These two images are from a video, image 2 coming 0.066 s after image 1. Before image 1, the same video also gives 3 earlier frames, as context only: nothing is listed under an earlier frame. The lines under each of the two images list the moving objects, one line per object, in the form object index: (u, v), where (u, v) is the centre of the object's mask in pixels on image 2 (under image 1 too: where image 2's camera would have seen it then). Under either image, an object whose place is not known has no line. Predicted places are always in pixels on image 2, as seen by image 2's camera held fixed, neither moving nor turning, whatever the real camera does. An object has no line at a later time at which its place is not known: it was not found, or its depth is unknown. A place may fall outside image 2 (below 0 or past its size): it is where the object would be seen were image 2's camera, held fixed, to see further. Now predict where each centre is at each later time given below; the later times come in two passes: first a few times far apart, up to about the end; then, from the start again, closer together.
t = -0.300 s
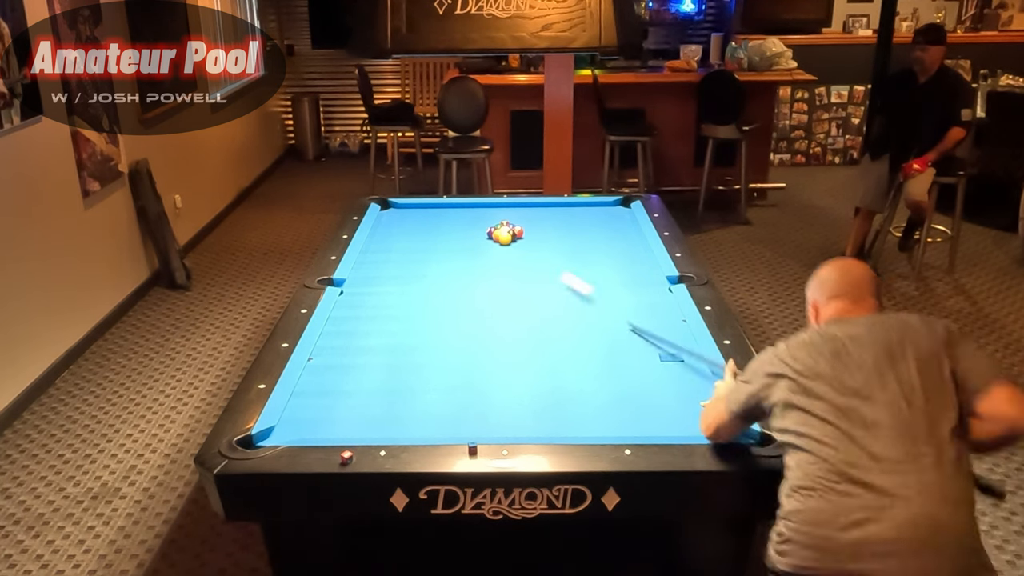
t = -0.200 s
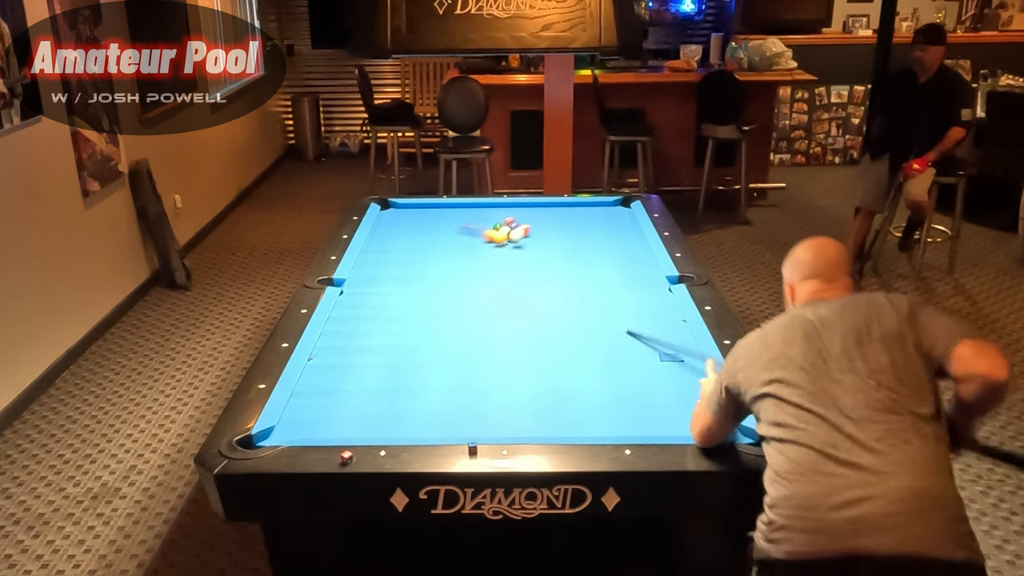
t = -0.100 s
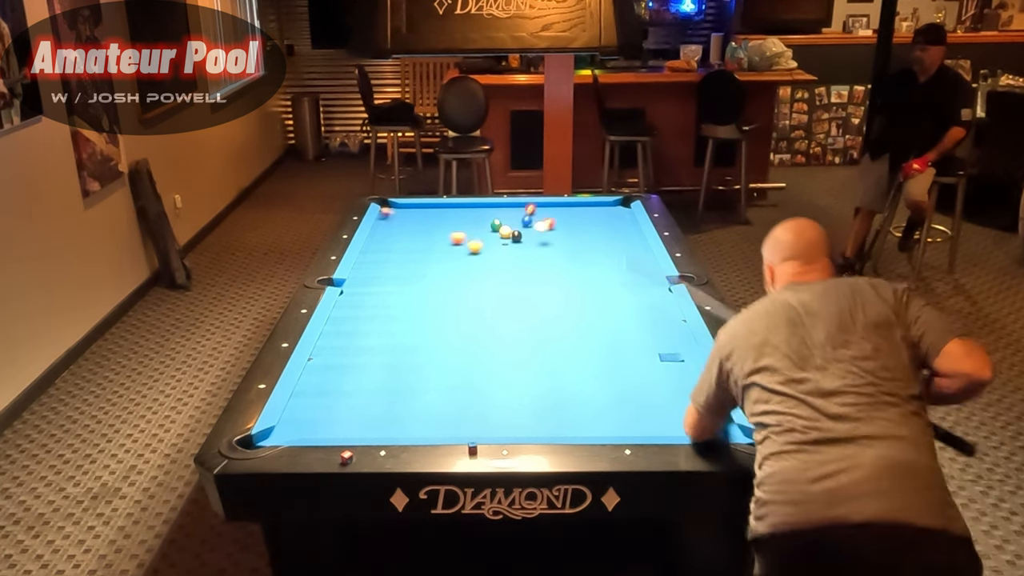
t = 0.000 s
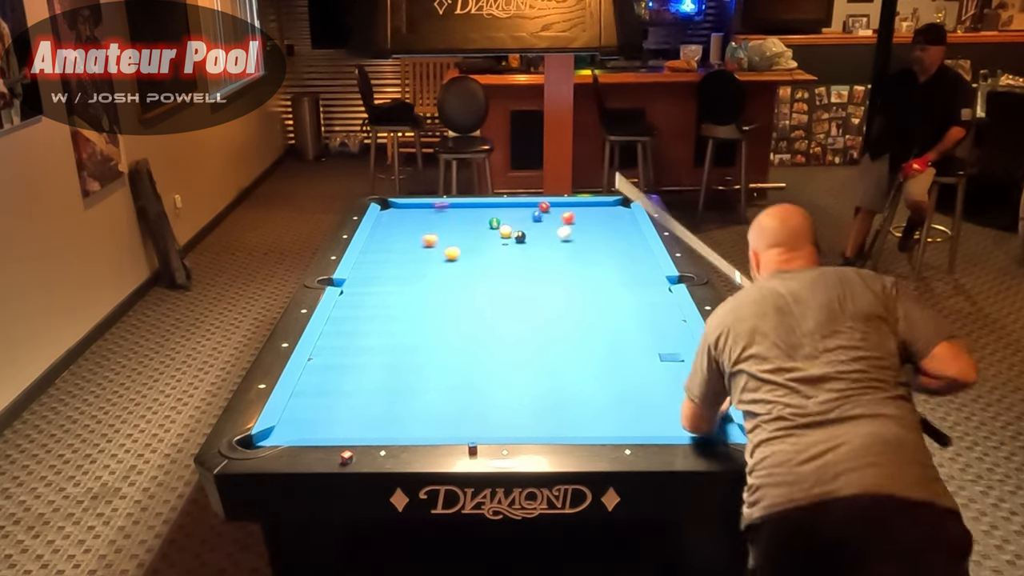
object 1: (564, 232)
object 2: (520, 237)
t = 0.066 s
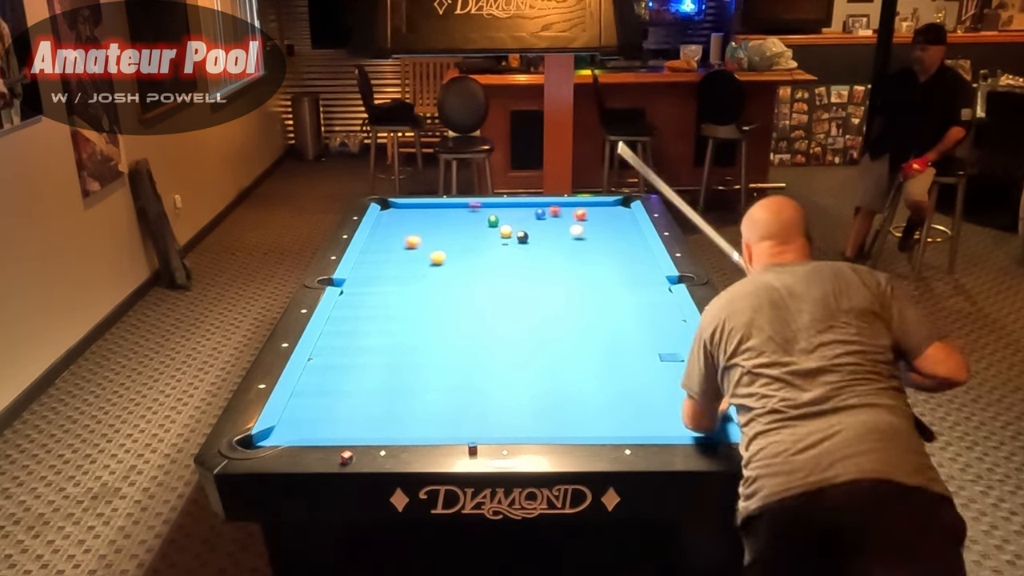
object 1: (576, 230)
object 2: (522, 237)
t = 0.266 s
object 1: (606, 226)
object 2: (530, 238)
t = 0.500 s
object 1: (627, 220)
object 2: (537, 239)
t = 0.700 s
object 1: (612, 219)
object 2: (543, 240)
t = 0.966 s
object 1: (593, 217)
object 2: (550, 240)
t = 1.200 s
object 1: (577, 215)
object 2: (554, 241)
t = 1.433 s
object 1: (563, 213)
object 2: (558, 241)
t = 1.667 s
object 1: (549, 212)
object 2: (561, 242)
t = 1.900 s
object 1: (537, 210)
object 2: (564, 242)
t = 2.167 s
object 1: (524, 209)
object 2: (565, 243)
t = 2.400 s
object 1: (513, 208)
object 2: (565, 243)
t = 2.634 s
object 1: (503, 207)
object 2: (565, 243)
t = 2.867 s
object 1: (494, 206)
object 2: (565, 243)
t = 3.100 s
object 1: (486, 205)
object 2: (565, 243)
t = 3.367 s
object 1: (480, 205)
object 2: (565, 243)
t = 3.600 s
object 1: (475, 205)
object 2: (565, 242)
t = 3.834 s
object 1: (472, 205)
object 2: (565, 243)
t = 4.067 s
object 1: (469, 206)
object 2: (565, 243)
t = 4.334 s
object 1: (467, 206)
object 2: (565, 243)
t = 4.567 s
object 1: (466, 206)
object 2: (565, 243)
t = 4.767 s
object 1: (466, 206)
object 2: (566, 242)
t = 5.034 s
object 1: (465, 206)
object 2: (565, 243)
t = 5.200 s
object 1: (465, 206)
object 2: (565, 243)
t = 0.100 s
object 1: (582, 231)
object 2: (524, 237)
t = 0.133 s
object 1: (587, 230)
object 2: (525, 237)
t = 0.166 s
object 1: (592, 229)
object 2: (526, 238)
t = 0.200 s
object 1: (597, 228)
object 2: (527, 238)
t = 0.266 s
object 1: (606, 226)
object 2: (530, 238)
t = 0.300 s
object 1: (611, 225)
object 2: (531, 238)
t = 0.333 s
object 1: (616, 224)
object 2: (532, 238)
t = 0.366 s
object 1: (620, 223)
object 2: (533, 238)
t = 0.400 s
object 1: (625, 222)
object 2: (534, 239)
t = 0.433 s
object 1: (629, 221)
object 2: (535, 239)
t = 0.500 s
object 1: (627, 220)
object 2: (537, 239)
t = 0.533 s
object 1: (624, 220)
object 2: (538, 239)
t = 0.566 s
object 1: (621, 220)
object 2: (539, 239)
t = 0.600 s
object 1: (619, 220)
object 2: (540, 239)
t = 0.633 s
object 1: (616, 219)
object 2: (541, 239)
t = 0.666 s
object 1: (614, 219)
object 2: (542, 240)
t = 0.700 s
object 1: (612, 219)
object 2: (543, 240)
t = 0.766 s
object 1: (607, 218)
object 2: (545, 240)
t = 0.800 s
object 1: (605, 218)
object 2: (545, 240)
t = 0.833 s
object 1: (602, 218)
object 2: (547, 239)
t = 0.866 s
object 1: (600, 217)
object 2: (547, 239)
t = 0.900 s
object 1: (597, 217)
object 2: (548, 239)
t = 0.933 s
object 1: (595, 217)
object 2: (549, 240)
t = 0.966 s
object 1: (593, 217)
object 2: (550, 240)
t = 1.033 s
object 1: (588, 216)
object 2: (551, 240)
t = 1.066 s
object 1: (586, 216)
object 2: (552, 240)
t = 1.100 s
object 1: (583, 216)
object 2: (553, 241)
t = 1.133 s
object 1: (581, 215)
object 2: (553, 241)
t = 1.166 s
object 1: (579, 215)
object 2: (554, 241)
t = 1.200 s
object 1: (577, 215)
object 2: (554, 241)
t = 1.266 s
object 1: (573, 214)
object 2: (556, 241)
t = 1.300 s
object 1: (571, 214)
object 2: (556, 241)
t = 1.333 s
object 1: (569, 214)
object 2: (557, 241)
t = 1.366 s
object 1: (567, 213)
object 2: (557, 241)
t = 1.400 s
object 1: (565, 213)
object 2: (558, 241)
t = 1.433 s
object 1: (563, 213)
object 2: (558, 241)
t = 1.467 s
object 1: (561, 213)
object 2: (559, 241)
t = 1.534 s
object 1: (557, 212)
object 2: (560, 241)
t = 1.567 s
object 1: (555, 212)
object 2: (560, 242)
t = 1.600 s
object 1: (553, 212)
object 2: (561, 242)
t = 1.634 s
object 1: (551, 212)
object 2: (561, 242)
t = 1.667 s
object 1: (549, 212)
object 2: (561, 242)
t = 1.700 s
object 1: (547, 211)
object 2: (562, 242)
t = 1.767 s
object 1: (544, 211)
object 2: (562, 242)
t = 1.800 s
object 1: (542, 211)
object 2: (563, 242)
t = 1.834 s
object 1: (540, 211)
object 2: (563, 242)
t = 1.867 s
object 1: (538, 210)
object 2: (563, 242)
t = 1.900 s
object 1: (537, 210)
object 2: (564, 242)
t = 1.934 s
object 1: (535, 210)
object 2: (564, 242)
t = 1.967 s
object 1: (533, 210)
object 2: (564, 242)
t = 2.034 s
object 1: (530, 209)
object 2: (564, 242)
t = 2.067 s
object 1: (528, 209)
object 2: (565, 243)
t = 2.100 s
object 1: (527, 209)
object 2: (565, 243)
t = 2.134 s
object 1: (525, 209)
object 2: (565, 243)
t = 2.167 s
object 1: (524, 209)
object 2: (565, 243)
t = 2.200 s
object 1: (522, 209)
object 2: (565, 243)
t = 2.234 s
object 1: (520, 209)
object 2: (565, 243)
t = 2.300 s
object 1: (517, 208)
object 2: (565, 243)
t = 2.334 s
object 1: (516, 208)
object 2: (565, 243)
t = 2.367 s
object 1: (514, 208)
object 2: (565, 243)
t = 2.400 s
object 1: (513, 208)
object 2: (565, 243)
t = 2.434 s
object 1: (511, 208)
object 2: (565, 243)
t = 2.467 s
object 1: (510, 207)
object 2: (565, 243)
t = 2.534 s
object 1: (507, 207)
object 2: (565, 243)
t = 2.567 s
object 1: (506, 207)
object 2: (565, 243)
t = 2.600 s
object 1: (505, 207)
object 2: (565, 243)
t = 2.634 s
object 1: (503, 207)
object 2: (565, 243)
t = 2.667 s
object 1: (502, 206)
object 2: (565, 243)
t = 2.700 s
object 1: (501, 206)
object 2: (565, 243)
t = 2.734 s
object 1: (499, 206)
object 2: (565, 243)
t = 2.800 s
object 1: (497, 206)
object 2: (565, 243)
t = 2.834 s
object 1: (496, 206)
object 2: (565, 243)
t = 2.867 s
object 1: (494, 206)
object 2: (565, 243)
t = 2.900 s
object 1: (493, 205)
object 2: (565, 243)
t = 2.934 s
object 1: (492, 205)
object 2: (565, 243)
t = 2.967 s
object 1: (491, 205)
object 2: (565, 243)
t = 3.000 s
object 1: (490, 205)
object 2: (565, 243)
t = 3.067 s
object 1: (487, 205)
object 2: (565, 243)
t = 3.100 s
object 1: (486, 205)
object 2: (565, 243)
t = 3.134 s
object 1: (485, 205)
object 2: (565, 243)
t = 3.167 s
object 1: (484, 205)
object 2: (565, 243)
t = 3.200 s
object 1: (483, 205)
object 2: (565, 243)
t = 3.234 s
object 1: (482, 205)
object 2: (565, 243)
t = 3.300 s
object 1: (481, 205)
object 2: (565, 243)
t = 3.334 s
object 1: (480, 205)
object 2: (565, 243)
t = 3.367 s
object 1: (480, 205)
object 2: (565, 243)
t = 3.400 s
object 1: (479, 205)
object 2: (565, 243)
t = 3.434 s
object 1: (478, 205)
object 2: (565, 243)
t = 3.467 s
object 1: (478, 205)
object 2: (565, 242)
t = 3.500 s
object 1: (477, 205)
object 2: (565, 243)
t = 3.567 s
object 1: (476, 205)
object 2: (565, 243)
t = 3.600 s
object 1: (475, 205)
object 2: (565, 242)
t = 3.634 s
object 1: (475, 205)
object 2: (565, 243)
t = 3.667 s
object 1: (474, 205)
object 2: (565, 243)
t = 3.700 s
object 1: (474, 205)
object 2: (565, 243)
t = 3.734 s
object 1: (473, 205)
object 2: (565, 243)
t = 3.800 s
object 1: (472, 206)
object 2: (565, 243)
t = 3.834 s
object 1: (472, 205)
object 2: (565, 243)
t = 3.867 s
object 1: (471, 205)
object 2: (565, 243)
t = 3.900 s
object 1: (471, 205)
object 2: (565, 243)
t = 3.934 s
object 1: (470, 205)
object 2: (565, 243)
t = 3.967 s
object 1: (470, 205)
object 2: (565, 243)
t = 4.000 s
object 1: (470, 206)
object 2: (565, 243)
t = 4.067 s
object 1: (469, 206)
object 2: (565, 243)
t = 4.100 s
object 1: (468, 206)
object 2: (565, 243)
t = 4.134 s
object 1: (468, 206)
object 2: (565, 243)
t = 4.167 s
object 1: (468, 206)
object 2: (565, 243)
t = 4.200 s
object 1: (468, 206)
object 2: (565, 243)
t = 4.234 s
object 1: (467, 206)
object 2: (565, 243)
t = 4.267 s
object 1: (467, 206)
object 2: (565, 243)
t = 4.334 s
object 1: (467, 206)
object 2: (565, 243)
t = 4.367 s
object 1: (467, 206)
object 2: (565, 243)
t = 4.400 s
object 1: (467, 206)
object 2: (565, 243)
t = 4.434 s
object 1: (466, 206)
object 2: (565, 243)
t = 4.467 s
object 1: (466, 206)
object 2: (565, 243)
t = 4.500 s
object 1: (466, 206)
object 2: (565, 243)
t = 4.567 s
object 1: (466, 206)
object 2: (565, 243)
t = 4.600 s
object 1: (466, 206)
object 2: (565, 243)
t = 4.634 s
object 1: (466, 206)
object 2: (565, 243)
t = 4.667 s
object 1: (466, 206)
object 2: (565, 243)
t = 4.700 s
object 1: (466, 206)
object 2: (565, 243)
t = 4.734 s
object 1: (466, 206)
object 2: (565, 243)
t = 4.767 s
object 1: (466, 206)
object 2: (566, 242)
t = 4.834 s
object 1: (466, 206)
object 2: (565, 243)
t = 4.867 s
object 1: (466, 206)
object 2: (565, 243)
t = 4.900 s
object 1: (465, 206)
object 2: (565, 243)
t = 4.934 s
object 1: (465, 206)
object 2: (565, 243)
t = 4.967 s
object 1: (465, 206)
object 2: (565, 243)
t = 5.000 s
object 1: (465, 206)
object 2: (565, 243)
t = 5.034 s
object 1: (465, 206)
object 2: (565, 243)
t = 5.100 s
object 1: (465, 206)
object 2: (565, 243)
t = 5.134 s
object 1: (465, 206)
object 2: (565, 243)
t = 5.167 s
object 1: (465, 206)
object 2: (565, 243)
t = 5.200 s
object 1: (465, 206)
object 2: (565, 243)
